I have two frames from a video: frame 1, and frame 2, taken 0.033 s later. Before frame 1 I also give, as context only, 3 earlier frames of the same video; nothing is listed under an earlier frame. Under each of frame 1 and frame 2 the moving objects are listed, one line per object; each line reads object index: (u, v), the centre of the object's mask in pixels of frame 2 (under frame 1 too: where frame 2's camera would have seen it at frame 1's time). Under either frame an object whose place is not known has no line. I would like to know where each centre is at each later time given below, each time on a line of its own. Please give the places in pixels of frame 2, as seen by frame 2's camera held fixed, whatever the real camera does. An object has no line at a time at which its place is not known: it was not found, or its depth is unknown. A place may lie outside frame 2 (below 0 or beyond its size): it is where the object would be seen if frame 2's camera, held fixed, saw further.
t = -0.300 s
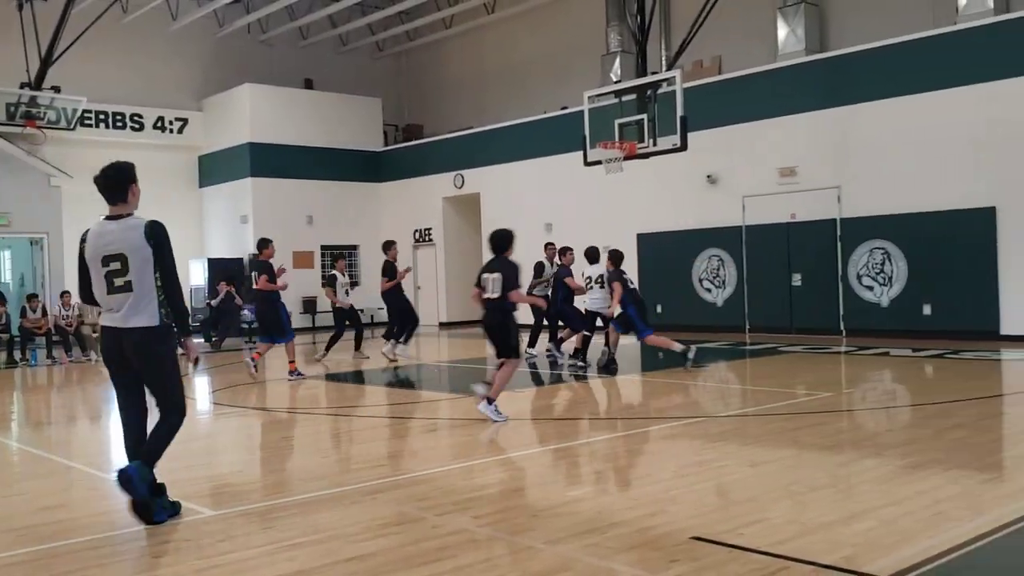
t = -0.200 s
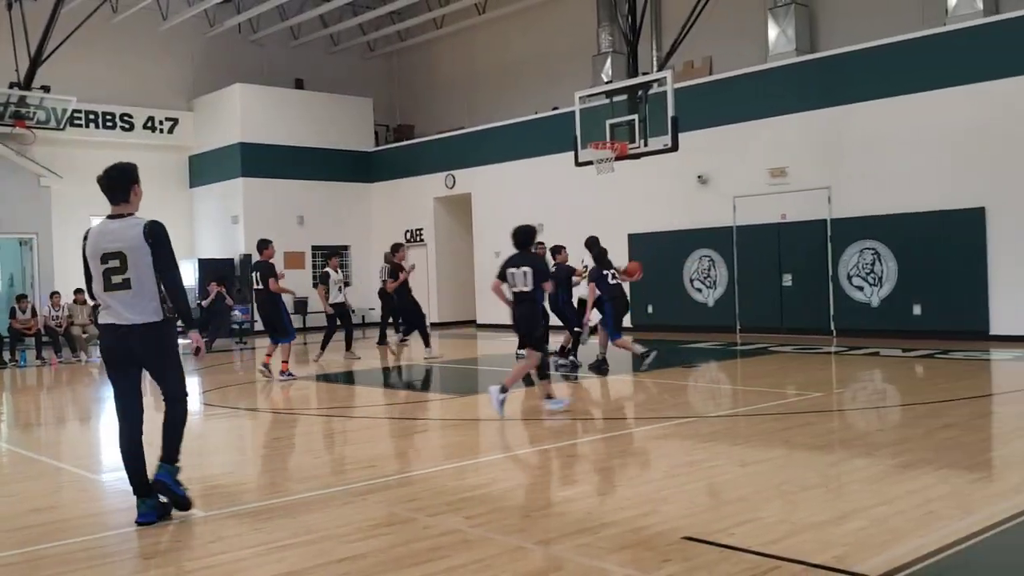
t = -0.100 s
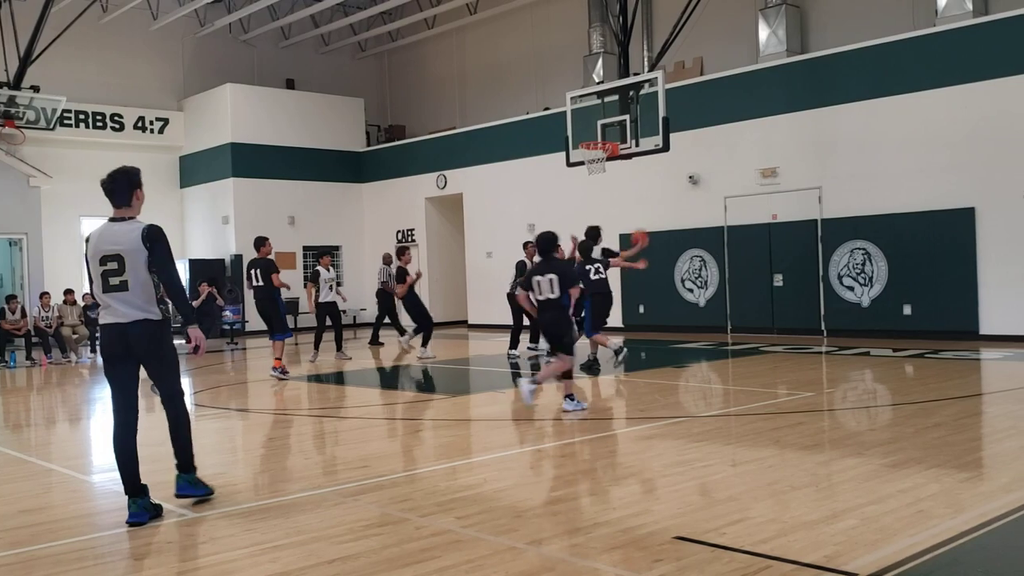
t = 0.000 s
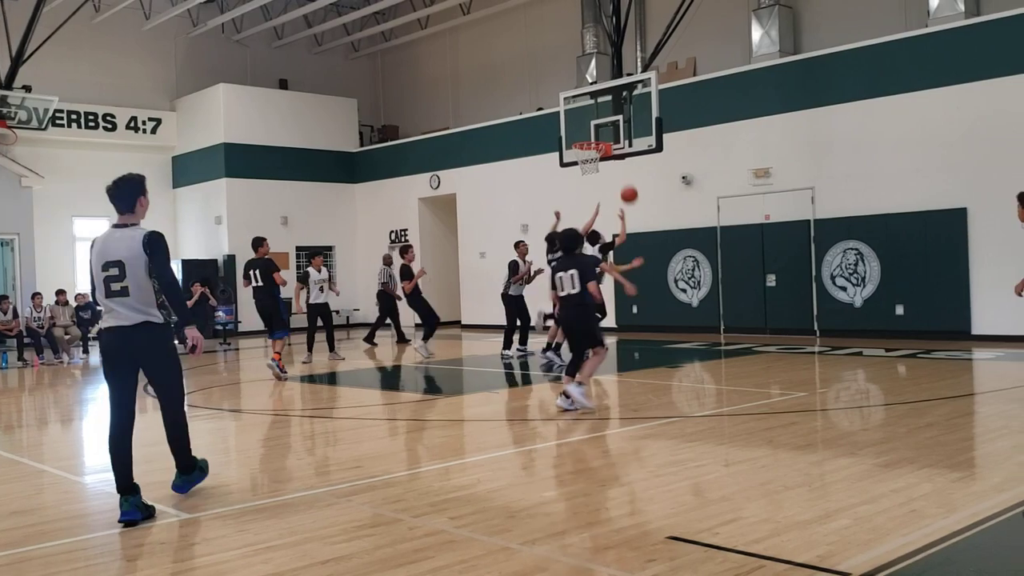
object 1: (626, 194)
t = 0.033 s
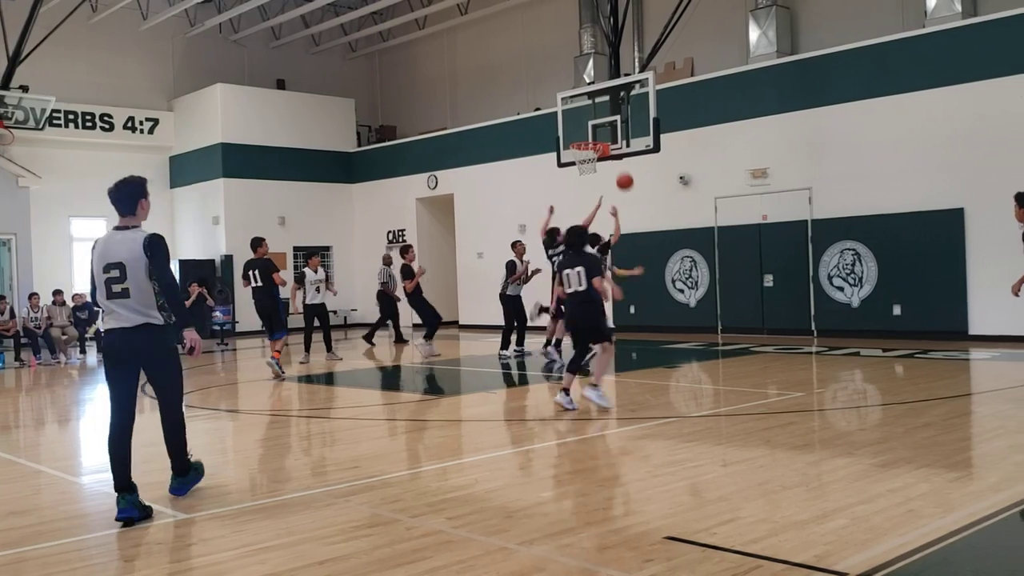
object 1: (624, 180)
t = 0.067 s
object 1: (622, 168)
